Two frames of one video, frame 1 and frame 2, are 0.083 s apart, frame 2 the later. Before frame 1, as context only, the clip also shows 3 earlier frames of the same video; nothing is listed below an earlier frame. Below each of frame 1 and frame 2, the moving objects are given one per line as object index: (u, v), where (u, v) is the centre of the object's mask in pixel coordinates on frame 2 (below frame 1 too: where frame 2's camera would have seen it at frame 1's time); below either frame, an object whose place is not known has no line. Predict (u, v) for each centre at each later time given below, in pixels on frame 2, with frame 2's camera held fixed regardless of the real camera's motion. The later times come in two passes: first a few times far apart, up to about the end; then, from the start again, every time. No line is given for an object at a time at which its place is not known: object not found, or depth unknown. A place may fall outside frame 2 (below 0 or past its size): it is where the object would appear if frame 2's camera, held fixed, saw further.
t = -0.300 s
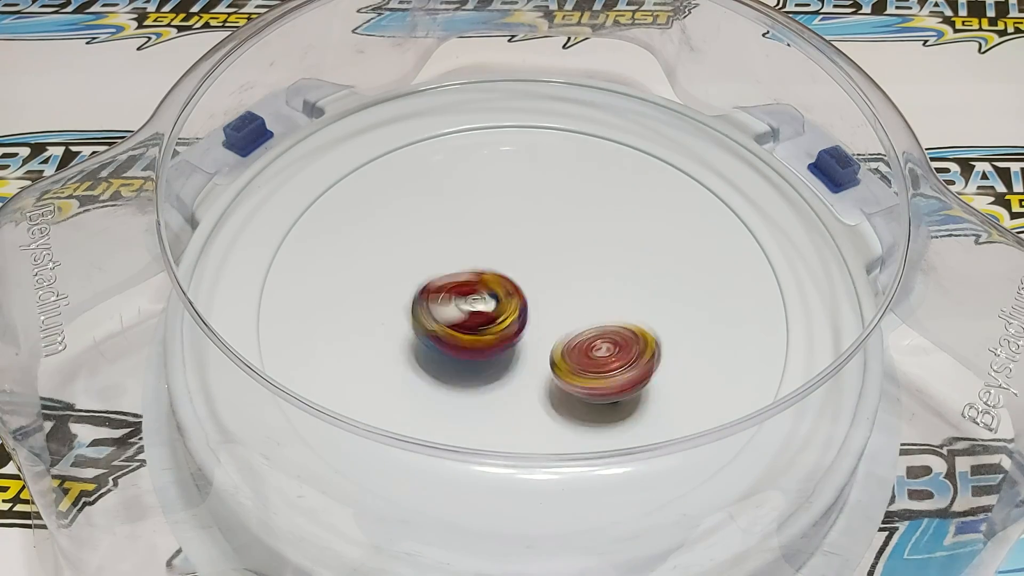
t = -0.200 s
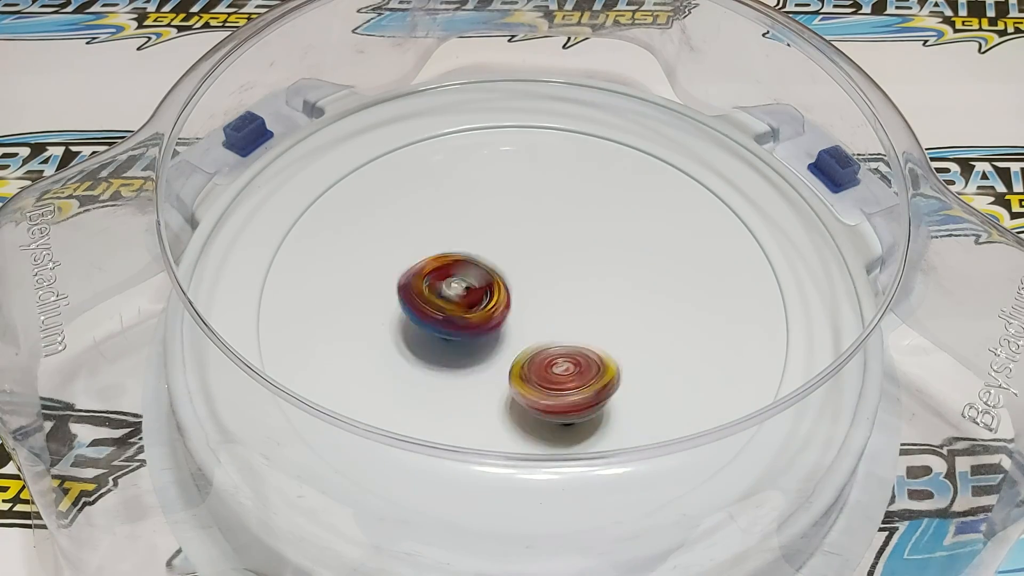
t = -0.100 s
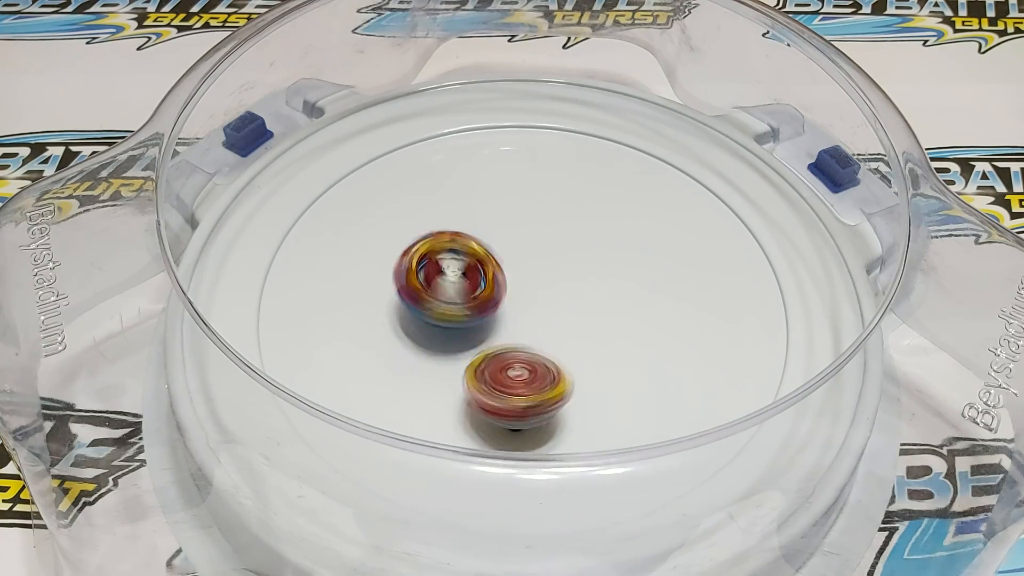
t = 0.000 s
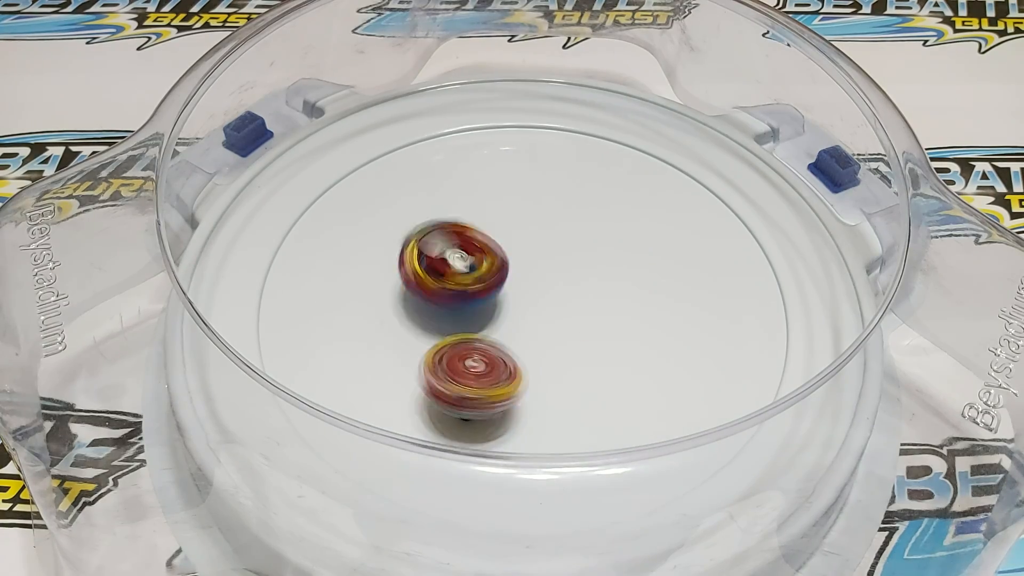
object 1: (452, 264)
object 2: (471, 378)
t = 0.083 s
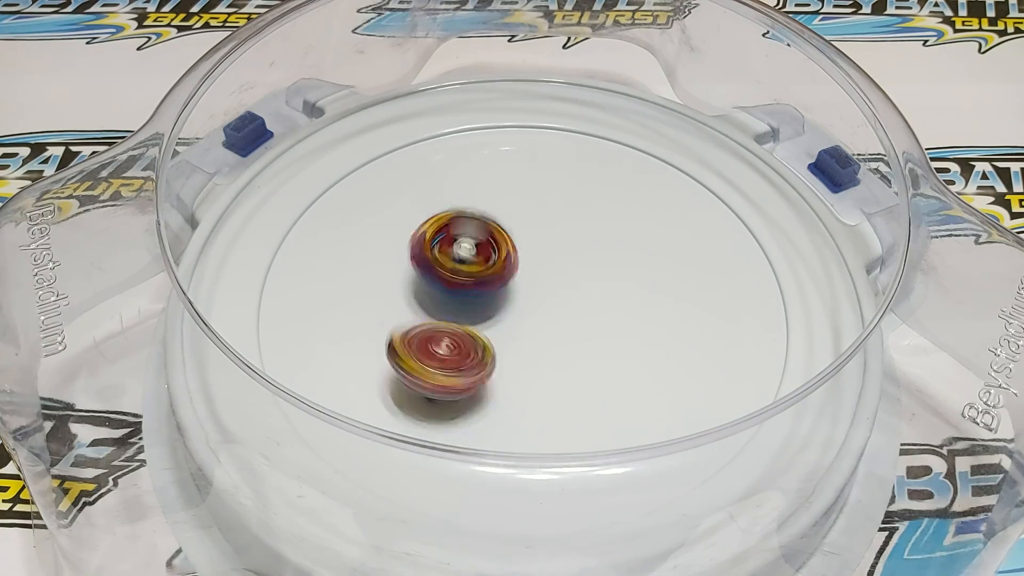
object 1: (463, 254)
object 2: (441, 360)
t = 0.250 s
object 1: (498, 243)
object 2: (407, 306)
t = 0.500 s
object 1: (555, 240)
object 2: (428, 226)
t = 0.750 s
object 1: (582, 278)
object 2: (512, 201)
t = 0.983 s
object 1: (563, 333)
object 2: (608, 209)
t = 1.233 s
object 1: (507, 363)
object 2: (644, 257)
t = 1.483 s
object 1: (465, 326)
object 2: (590, 333)
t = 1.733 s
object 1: (443, 229)
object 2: (505, 381)
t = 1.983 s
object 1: (517, 227)
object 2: (441, 341)
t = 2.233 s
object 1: (571, 294)
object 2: (463, 270)
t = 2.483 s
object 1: (540, 315)
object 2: (542, 228)
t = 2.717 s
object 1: (486, 293)
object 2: (616, 252)
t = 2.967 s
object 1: (498, 268)
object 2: (616, 316)
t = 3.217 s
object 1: (516, 250)
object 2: (541, 355)
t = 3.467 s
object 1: (558, 252)
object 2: (468, 311)
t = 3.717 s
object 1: (592, 257)
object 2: (473, 287)
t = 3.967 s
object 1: (593, 261)
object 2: (504, 302)
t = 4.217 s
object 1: (591, 261)
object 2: (498, 314)
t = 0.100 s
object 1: (467, 252)
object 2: (436, 355)
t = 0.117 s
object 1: (470, 250)
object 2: (429, 351)
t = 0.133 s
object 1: (473, 250)
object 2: (427, 345)
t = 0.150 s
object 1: (474, 247)
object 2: (422, 341)
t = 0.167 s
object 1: (479, 246)
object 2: (417, 335)
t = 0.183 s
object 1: (482, 245)
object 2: (415, 330)
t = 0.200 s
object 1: (487, 244)
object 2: (413, 324)
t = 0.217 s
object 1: (488, 243)
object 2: (409, 318)
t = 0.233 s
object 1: (494, 242)
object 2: (407, 313)
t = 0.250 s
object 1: (498, 243)
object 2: (407, 306)
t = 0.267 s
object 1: (503, 241)
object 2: (403, 301)
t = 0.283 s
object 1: (506, 241)
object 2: (403, 296)
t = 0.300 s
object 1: (509, 241)
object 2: (404, 289)
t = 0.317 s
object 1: (515, 239)
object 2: (402, 281)
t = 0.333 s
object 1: (518, 238)
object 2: (403, 279)
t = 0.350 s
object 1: (523, 238)
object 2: (406, 271)
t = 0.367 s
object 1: (524, 237)
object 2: (404, 264)
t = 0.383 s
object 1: (530, 238)
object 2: (406, 261)
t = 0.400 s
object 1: (534, 239)
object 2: (410, 255)
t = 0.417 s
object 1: (539, 238)
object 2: (410, 250)
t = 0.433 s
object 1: (540, 238)
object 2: (413, 246)
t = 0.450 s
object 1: (544, 239)
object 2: (418, 240)
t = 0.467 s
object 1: (548, 238)
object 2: (419, 235)
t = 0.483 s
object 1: (551, 239)
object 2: (422, 232)
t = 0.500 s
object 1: (555, 240)
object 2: (428, 226)
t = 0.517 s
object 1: (556, 239)
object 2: (430, 222)
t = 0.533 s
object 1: (561, 240)
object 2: (434, 219)
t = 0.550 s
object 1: (561, 253)
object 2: (441, 215)
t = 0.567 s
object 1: (565, 254)
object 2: (444, 213)
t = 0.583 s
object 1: (566, 257)
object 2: (449, 210)
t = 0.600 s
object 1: (568, 259)
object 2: (456, 208)
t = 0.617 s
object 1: (571, 260)
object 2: (460, 206)
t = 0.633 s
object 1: (573, 261)
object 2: (465, 205)
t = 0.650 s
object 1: (575, 264)
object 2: (473, 203)
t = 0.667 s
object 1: (576, 266)
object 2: (477, 203)
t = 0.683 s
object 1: (578, 268)
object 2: (484, 202)
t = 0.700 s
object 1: (580, 269)
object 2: (492, 201)
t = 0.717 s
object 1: (582, 272)
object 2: (496, 201)
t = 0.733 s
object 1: (582, 275)
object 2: (503, 200)
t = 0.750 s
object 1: (582, 278)
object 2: (512, 201)
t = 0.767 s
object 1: (584, 280)
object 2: (515, 201)
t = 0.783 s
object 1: (584, 282)
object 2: (522, 201)
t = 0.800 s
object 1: (585, 285)
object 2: (532, 201)
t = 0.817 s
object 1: (583, 288)
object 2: (536, 202)
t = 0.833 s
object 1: (584, 291)
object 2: (543, 204)
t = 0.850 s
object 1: (584, 293)
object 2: (552, 203)
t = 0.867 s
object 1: (584, 296)
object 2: (556, 204)
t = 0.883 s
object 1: (582, 300)
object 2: (564, 208)
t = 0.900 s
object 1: (580, 303)
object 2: (572, 210)
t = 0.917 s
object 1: (579, 306)
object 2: (576, 212)
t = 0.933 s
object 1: (576, 312)
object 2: (586, 211)
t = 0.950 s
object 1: (573, 319)
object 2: (595, 209)
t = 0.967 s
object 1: (567, 327)
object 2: (599, 209)
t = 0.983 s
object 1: (563, 333)
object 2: (608, 209)
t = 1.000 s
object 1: (560, 339)
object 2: (612, 211)
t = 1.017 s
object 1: (557, 343)
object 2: (616, 214)
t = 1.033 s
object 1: (554, 348)
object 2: (622, 213)
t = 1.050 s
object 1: (547, 354)
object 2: (625, 216)
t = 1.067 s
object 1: (546, 346)
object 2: (630, 220)
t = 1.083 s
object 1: (543, 349)
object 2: (632, 221)
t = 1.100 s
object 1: (540, 351)
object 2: (636, 224)
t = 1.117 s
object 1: (537, 356)
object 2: (639, 228)
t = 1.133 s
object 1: (529, 358)
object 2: (639, 231)
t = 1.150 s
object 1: (526, 360)
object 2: (643, 235)
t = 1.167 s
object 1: (524, 361)
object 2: (644, 238)
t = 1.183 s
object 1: (520, 361)
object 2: (644, 242)
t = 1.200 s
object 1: (518, 362)
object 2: (646, 248)
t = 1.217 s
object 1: (510, 363)
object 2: (644, 252)
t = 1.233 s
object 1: (507, 363)
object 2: (644, 257)
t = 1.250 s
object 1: (505, 362)
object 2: (644, 262)
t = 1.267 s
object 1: (501, 360)
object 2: (642, 268)
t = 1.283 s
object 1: (500, 361)
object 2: (642, 275)
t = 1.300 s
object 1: (493, 359)
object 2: (639, 279)
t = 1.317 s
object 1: (490, 357)
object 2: (636, 285)
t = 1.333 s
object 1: (488, 355)
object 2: (636, 289)
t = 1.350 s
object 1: (485, 353)
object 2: (631, 295)
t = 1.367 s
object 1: (485, 352)
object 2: (628, 300)
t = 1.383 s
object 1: (479, 348)
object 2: (625, 305)
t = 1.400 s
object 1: (475, 345)
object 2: (619, 311)
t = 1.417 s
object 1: (475, 342)
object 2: (615, 316)
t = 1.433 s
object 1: (472, 338)
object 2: (609, 320)
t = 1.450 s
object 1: (472, 335)
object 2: (603, 325)
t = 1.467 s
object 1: (469, 331)
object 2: (598, 328)
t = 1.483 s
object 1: (465, 326)
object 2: (590, 333)
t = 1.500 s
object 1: (465, 323)
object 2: (585, 336)
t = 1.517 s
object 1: (464, 318)
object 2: (577, 340)
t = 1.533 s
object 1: (462, 312)
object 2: (570, 344)
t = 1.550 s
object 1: (461, 307)
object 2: (566, 346)
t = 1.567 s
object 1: (453, 298)
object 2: (559, 352)
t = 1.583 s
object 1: (448, 291)
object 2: (557, 358)
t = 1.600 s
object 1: (447, 284)
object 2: (551, 363)
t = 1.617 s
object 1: (444, 275)
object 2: (546, 368)
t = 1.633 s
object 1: (442, 266)
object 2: (538, 371)
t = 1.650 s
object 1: (442, 262)
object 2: (534, 374)
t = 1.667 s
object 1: (438, 252)
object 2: (529, 376)
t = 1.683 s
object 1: (437, 245)
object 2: (523, 378)
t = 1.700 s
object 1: (439, 240)
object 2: (517, 379)
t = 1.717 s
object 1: (441, 234)
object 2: (509, 380)
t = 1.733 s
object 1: (443, 229)
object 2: (505, 381)
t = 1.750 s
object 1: (446, 227)
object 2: (497, 382)
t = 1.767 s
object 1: (447, 222)
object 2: (493, 381)
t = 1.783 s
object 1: (450, 218)
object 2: (485, 380)
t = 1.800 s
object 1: (455, 215)
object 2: (482, 379)
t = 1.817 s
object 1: (460, 213)
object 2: (474, 378)
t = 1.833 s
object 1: (465, 215)
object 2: (471, 376)
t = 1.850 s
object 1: (470, 214)
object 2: (465, 373)
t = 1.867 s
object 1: (475, 214)
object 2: (462, 371)
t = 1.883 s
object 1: (479, 213)
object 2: (457, 367)
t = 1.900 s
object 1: (486, 212)
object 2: (453, 364)
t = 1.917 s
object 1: (493, 213)
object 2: (450, 360)
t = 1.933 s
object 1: (500, 218)
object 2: (447, 357)
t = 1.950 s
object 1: (507, 226)
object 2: (444, 351)
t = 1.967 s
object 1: (511, 225)
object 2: (441, 347)
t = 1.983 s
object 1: (517, 227)
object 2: (441, 341)
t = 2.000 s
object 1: (523, 227)
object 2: (437, 336)
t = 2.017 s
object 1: (530, 230)
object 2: (438, 331)
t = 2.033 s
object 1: (536, 236)
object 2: (436, 326)
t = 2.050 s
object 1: (542, 243)
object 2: (439, 322)
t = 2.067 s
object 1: (546, 248)
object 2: (436, 316)
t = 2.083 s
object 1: (549, 254)
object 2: (439, 311)
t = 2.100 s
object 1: (554, 256)
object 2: (439, 305)
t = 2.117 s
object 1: (558, 259)
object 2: (443, 302)
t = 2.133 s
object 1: (561, 263)
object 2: (443, 295)
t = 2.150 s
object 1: (566, 266)
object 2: (445, 292)
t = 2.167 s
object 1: (567, 273)
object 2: (448, 285)
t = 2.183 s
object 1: (567, 281)
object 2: (451, 284)
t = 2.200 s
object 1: (570, 288)
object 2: (455, 277)
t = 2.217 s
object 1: (572, 293)
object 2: (458, 274)
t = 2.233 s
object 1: (571, 294)
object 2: (463, 270)
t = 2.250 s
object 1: (571, 295)
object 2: (466, 267)
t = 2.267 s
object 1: (572, 297)
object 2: (472, 263)
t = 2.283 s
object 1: (568, 303)
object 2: (474, 260)
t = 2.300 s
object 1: (566, 309)
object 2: (480, 256)
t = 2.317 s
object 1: (567, 314)
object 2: (482, 250)
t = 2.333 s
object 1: (567, 317)
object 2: (490, 247)
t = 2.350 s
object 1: (565, 317)
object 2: (494, 242)
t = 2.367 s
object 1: (564, 316)
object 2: (502, 241)
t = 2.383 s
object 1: (563, 318)
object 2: (506, 239)
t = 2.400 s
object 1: (557, 317)
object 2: (512, 238)
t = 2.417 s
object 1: (552, 319)
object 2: (516, 235)
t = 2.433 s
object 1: (549, 320)
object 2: (523, 236)
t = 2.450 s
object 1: (547, 319)
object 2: (528, 232)
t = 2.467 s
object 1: (542, 317)
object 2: (534, 230)
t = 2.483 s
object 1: (540, 315)
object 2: (542, 228)
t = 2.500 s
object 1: (538, 315)
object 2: (549, 230)
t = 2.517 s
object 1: (529, 323)
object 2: (554, 228)
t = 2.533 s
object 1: (524, 320)
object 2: (560, 230)
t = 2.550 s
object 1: (523, 305)
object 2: (566, 229)
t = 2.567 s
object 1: (518, 302)
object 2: (572, 232)
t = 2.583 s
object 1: (513, 300)
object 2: (579, 231)
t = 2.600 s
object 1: (509, 296)
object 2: (585, 236)
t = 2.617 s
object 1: (509, 294)
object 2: (591, 236)
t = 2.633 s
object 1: (506, 293)
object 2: (596, 241)
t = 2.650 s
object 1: (498, 303)
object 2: (599, 241)
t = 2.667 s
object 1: (493, 300)
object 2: (603, 243)
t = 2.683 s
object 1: (493, 284)
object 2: (608, 245)
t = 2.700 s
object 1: (488, 295)
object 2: (612, 249)
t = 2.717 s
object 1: (486, 293)
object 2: (616, 252)
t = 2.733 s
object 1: (488, 275)
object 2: (619, 256)
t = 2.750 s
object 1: (489, 275)
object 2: (622, 261)
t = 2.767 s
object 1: (486, 283)
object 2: (624, 265)
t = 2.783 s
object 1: (484, 281)
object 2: (624, 269)
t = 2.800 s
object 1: (482, 278)
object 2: (626, 273)
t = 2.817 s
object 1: (483, 277)
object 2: (629, 275)
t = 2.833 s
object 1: (484, 275)
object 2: (629, 281)
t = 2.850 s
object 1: (486, 273)
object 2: (629, 285)
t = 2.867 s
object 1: (488, 271)
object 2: (629, 290)
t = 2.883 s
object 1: (490, 269)
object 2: (628, 294)
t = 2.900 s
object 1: (493, 268)
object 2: (627, 299)
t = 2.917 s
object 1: (493, 268)
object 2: (625, 303)
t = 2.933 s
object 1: (494, 267)
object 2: (623, 307)
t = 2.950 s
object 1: (496, 268)
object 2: (621, 311)
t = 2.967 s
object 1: (498, 268)
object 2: (616, 316)
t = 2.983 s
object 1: (502, 268)
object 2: (612, 318)
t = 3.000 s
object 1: (506, 267)
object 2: (607, 323)
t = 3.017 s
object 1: (510, 268)
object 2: (603, 325)
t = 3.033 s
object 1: (513, 269)
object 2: (598, 329)
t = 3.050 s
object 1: (514, 270)
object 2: (592, 331)
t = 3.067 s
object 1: (516, 271)
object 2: (587, 334)
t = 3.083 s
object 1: (515, 272)
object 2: (582, 340)
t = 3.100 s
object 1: (515, 270)
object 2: (580, 344)
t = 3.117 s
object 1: (517, 256)
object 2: (571, 348)
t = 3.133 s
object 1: (518, 253)
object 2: (567, 351)
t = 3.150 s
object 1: (521, 250)
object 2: (558, 353)
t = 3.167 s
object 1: (522, 252)
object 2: (556, 354)
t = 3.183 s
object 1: (520, 250)
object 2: (548, 355)
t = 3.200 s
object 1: (517, 250)
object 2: (545, 355)
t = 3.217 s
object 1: (516, 250)
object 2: (541, 355)
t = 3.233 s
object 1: (517, 250)
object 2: (538, 354)
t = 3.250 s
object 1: (517, 250)
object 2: (534, 354)
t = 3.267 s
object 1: (517, 250)
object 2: (527, 351)
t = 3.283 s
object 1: (517, 249)
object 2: (524, 349)
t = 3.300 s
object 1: (520, 248)
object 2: (517, 345)
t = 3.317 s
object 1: (524, 251)
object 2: (514, 342)
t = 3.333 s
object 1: (524, 253)
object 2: (507, 339)
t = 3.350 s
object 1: (523, 252)
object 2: (503, 338)
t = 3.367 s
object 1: (525, 250)
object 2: (498, 337)
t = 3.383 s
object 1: (528, 250)
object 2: (495, 332)
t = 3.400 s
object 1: (532, 251)
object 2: (494, 329)
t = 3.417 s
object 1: (536, 256)
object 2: (488, 324)
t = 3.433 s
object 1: (544, 255)
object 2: (482, 324)
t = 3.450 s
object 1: (551, 255)
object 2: (476, 321)
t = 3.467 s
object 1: (558, 252)
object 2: (468, 311)
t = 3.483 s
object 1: (565, 251)
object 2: (462, 311)
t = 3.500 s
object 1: (570, 249)
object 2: (456, 310)
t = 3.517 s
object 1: (576, 249)
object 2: (454, 304)
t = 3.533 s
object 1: (580, 248)
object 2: (450, 300)
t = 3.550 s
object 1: (584, 248)
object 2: (447, 296)
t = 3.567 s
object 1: (587, 250)
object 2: (448, 294)
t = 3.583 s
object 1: (589, 250)
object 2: (450, 295)
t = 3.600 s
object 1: (591, 251)
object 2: (450, 294)
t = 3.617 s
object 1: (591, 253)
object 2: (452, 294)
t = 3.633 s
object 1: (591, 254)
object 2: (454, 294)
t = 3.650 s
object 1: (592, 254)
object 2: (456, 291)
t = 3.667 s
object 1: (592, 256)
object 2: (459, 294)
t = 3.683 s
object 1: (592, 256)
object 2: (463, 293)
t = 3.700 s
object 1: (592, 257)
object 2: (466, 289)
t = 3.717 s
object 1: (592, 257)
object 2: (473, 287)
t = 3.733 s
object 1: (591, 258)
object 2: (478, 290)
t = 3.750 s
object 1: (591, 258)
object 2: (483, 287)
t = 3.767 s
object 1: (591, 258)
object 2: (490, 284)
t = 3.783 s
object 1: (592, 258)
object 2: (495, 287)
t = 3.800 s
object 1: (593, 258)
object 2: (496, 291)
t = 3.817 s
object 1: (593, 259)
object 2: (496, 292)
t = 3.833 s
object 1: (593, 259)
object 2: (495, 293)
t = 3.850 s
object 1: (593, 260)
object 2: (496, 293)
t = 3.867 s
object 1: (594, 260)
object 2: (499, 292)
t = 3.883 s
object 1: (594, 260)
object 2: (501, 291)
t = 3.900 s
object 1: (594, 261)
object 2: (502, 296)
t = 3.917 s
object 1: (594, 261)
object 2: (502, 298)
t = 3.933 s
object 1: (595, 261)
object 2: (503, 299)
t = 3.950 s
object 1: (593, 262)
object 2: (504, 298)
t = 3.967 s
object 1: (593, 261)
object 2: (504, 302)
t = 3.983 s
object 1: (593, 261)
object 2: (504, 302)
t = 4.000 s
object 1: (592, 261)
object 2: (505, 304)
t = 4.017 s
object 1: (591, 261)
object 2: (505, 304)
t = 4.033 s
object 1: (592, 261)
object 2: (506, 304)
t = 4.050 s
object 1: (592, 261)
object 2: (506, 306)
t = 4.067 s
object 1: (592, 261)
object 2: (505, 309)
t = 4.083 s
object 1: (591, 261)
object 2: (505, 309)
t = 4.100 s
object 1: (592, 262)
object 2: (505, 311)
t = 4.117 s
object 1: (592, 262)
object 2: (505, 310)
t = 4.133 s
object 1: (593, 261)
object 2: (504, 311)
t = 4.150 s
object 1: (593, 262)
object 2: (504, 311)
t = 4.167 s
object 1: (592, 261)
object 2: (503, 313)
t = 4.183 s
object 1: (591, 261)
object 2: (502, 315)
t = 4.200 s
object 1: (591, 261)
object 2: (501, 314)
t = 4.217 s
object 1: (591, 261)
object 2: (498, 314)
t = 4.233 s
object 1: (591, 261)
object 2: (497, 314)
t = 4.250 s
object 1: (591, 261)
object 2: (498, 314)
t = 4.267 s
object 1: (591, 261)
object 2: (497, 314)
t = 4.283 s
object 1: (591, 261)
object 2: (498, 312)
